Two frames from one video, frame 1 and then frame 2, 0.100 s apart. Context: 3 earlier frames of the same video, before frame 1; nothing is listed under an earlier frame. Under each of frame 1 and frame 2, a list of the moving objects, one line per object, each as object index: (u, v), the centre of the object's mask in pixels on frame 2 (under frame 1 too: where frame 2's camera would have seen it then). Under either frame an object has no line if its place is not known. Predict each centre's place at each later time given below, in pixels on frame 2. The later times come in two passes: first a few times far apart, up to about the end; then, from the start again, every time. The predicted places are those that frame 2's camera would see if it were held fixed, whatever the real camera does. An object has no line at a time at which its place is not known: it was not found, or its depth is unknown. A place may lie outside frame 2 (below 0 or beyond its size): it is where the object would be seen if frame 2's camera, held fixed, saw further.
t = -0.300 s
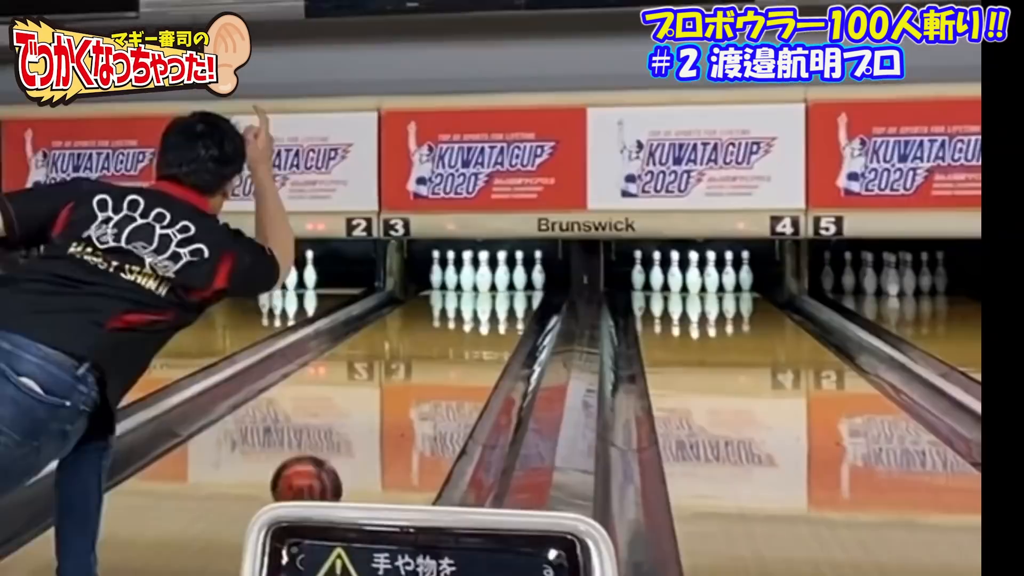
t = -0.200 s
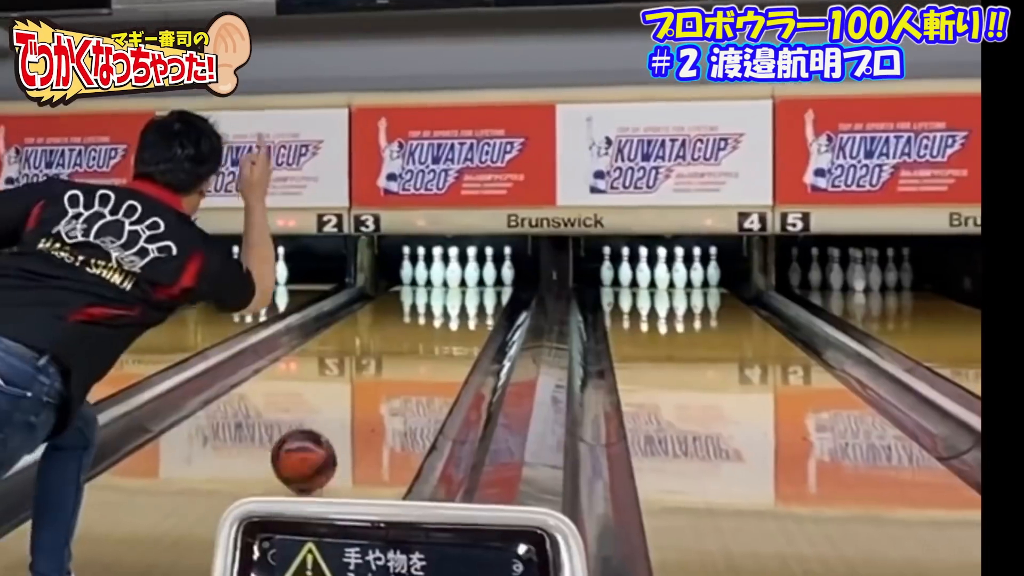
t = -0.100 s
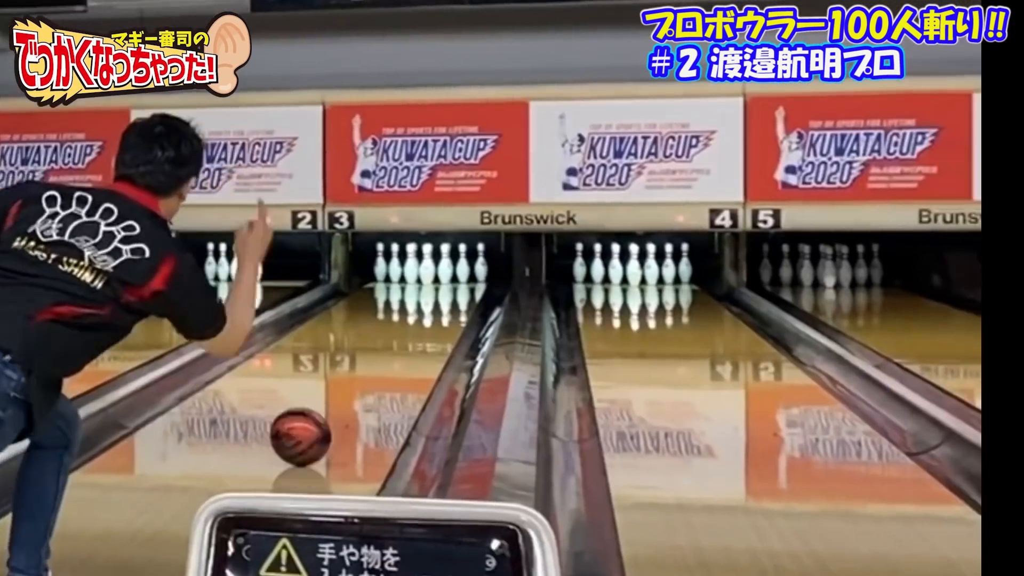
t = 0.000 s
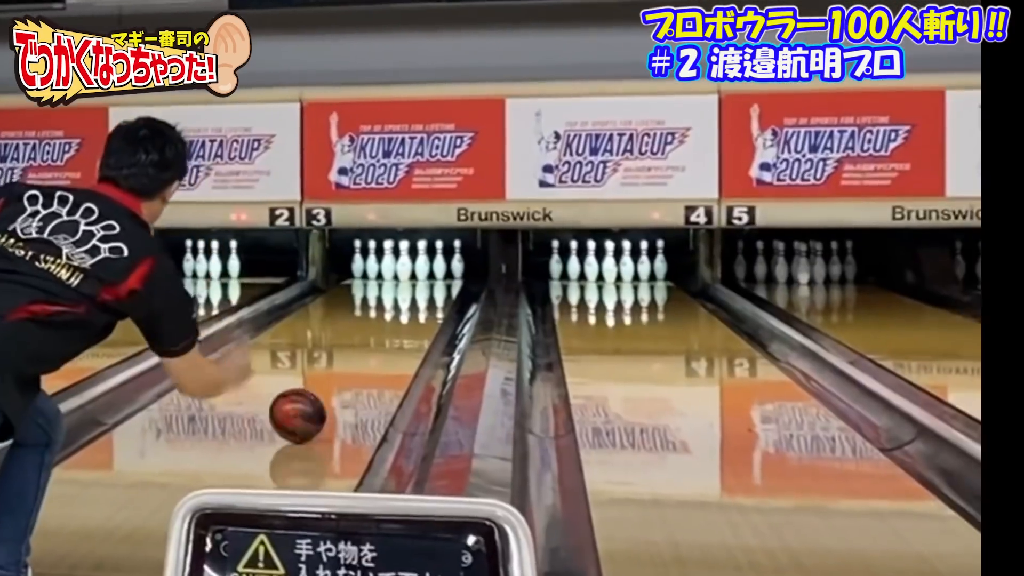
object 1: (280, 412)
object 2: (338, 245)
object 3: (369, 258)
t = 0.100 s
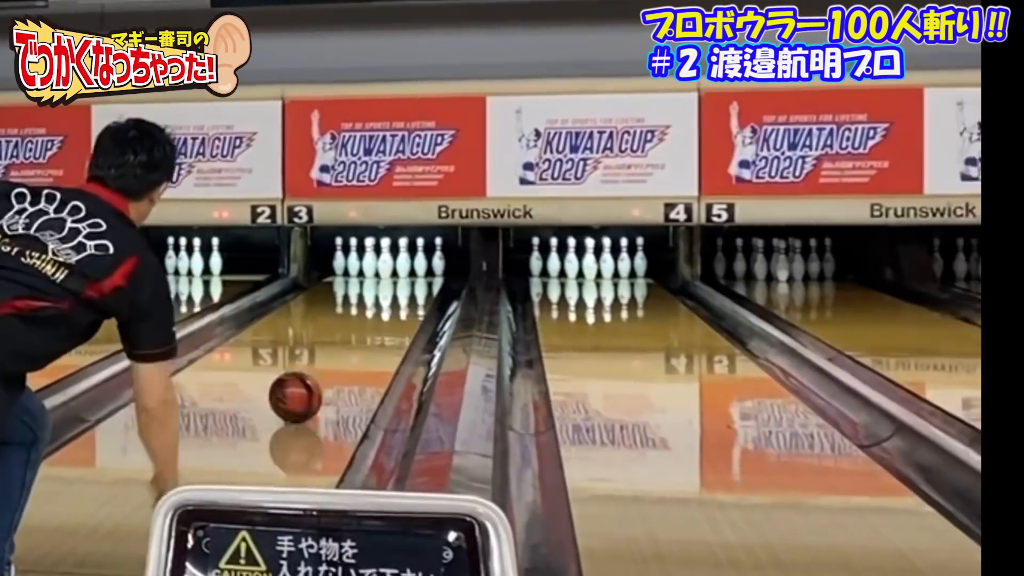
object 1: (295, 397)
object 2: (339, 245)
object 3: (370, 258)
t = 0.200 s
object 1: (310, 384)
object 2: (339, 249)
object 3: (370, 258)
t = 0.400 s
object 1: (333, 362)
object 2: (341, 256)
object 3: (371, 258)
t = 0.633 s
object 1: (354, 341)
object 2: (341, 246)
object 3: (371, 259)
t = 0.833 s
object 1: (369, 325)
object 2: (341, 248)
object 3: (371, 259)
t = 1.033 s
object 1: (382, 313)
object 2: (341, 248)
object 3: (371, 259)
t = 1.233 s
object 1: (391, 302)
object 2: (341, 248)
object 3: (371, 259)
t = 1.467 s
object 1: (399, 291)
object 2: (341, 248)
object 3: (371, 259)
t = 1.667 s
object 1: (403, 285)
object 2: (341, 249)
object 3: (371, 258)
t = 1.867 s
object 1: (403, 279)
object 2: (340, 249)
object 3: (371, 258)
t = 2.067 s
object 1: (403, 273)
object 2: (340, 248)
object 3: (370, 259)
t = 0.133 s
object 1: (300, 393)
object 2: (339, 245)
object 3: (370, 258)
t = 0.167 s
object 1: (305, 389)
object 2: (339, 245)
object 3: (370, 259)
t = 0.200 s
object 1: (310, 384)
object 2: (339, 249)
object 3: (370, 258)
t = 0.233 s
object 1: (314, 380)
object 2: (340, 246)
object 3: (370, 259)
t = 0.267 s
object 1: (318, 376)
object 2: (340, 256)
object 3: (370, 258)
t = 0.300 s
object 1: (322, 372)
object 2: (340, 249)
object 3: (370, 259)
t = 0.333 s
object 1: (326, 368)
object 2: (340, 245)
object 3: (370, 258)
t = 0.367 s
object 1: (329, 365)
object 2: (340, 245)
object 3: (370, 258)
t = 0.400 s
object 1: (333, 362)
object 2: (341, 256)
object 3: (371, 258)
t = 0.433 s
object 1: (337, 358)
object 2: (341, 252)
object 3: (371, 258)
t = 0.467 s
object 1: (340, 355)
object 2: (341, 252)
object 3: (371, 258)
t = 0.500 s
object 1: (343, 351)
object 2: (341, 245)
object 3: (371, 258)
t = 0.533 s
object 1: (346, 348)
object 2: (340, 245)
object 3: (371, 258)
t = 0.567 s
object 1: (349, 345)
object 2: (341, 246)
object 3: (371, 258)
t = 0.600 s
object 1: (352, 343)
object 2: (341, 247)
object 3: (371, 259)
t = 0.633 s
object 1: (354, 341)
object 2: (341, 246)
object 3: (371, 259)
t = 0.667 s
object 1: (358, 338)
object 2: (341, 245)
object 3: (371, 258)
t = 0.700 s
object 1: (360, 334)
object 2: (341, 246)
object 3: (371, 258)
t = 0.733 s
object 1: (363, 332)
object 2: (341, 246)
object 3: (371, 258)
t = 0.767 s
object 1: (365, 330)
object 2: (341, 245)
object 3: (371, 259)
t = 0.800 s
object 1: (367, 328)
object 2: (341, 248)
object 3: (371, 259)
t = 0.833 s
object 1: (369, 325)
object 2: (341, 248)
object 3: (371, 259)
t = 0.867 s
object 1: (372, 323)
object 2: (341, 248)
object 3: (371, 259)
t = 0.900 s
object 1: (374, 321)
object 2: (341, 248)
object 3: (371, 259)
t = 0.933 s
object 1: (375, 318)
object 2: (341, 248)
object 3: (371, 259)
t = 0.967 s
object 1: (378, 317)
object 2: (341, 248)
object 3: (371, 259)
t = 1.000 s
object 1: (380, 315)
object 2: (341, 248)
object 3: (371, 259)
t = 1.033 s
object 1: (382, 313)
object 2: (341, 248)
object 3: (371, 259)
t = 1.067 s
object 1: (383, 311)
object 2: (341, 248)
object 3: (372, 259)
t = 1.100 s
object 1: (384, 309)
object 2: (341, 248)
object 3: (372, 259)
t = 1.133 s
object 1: (386, 307)
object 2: (341, 248)
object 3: (372, 259)
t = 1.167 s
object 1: (388, 306)
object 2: (341, 248)
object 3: (372, 259)
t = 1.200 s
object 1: (389, 304)
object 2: (341, 248)
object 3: (372, 259)
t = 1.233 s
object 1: (391, 302)
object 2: (341, 248)
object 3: (371, 259)
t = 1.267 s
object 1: (392, 301)
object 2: (341, 248)
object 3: (371, 259)
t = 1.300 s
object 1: (393, 299)
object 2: (341, 248)
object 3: (371, 259)
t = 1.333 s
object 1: (394, 297)
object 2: (341, 248)
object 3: (371, 259)
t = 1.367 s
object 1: (396, 296)
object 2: (341, 248)
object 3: (371, 259)
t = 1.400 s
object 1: (397, 294)
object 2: (341, 248)
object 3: (371, 259)
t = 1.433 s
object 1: (398, 293)
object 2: (341, 248)
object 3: (371, 259)
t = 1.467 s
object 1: (399, 291)
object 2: (341, 248)
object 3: (371, 259)
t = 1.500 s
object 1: (400, 290)
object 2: (341, 248)
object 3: (371, 258)
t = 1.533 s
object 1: (400, 289)
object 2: (341, 249)
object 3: (371, 258)
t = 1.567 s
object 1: (401, 288)
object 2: (341, 249)
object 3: (371, 258)
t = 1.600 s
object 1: (402, 287)
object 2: (341, 248)
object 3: (371, 258)
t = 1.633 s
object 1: (402, 286)
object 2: (341, 249)
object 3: (371, 258)
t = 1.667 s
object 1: (403, 285)
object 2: (341, 249)
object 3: (371, 258)
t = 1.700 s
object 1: (403, 285)
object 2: (341, 249)
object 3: (371, 258)
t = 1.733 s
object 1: (403, 283)
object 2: (340, 248)
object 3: (371, 258)
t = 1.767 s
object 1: (403, 282)
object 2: (340, 248)
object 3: (371, 258)
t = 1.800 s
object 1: (404, 281)
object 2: (341, 248)
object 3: (371, 258)
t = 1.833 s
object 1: (403, 280)
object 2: (340, 249)
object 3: (371, 258)
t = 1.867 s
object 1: (403, 279)
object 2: (340, 249)
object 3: (371, 258)
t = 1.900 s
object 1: (403, 278)
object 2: (340, 248)
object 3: (371, 259)
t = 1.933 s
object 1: (403, 277)
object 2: (340, 248)
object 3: (371, 259)
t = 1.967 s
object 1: (404, 276)
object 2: (340, 248)
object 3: (371, 258)
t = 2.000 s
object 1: (403, 275)
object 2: (340, 248)
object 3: (370, 259)
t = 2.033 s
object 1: (403, 274)
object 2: (340, 248)
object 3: (370, 258)
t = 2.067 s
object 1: (403, 273)
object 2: (340, 248)
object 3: (370, 259)
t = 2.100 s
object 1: (402, 272)
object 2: (339, 248)
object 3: (370, 258)
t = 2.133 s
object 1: (401, 271)
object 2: (339, 248)
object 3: (370, 259)
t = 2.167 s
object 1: (401, 270)
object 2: (339, 246)
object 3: (370, 258)
